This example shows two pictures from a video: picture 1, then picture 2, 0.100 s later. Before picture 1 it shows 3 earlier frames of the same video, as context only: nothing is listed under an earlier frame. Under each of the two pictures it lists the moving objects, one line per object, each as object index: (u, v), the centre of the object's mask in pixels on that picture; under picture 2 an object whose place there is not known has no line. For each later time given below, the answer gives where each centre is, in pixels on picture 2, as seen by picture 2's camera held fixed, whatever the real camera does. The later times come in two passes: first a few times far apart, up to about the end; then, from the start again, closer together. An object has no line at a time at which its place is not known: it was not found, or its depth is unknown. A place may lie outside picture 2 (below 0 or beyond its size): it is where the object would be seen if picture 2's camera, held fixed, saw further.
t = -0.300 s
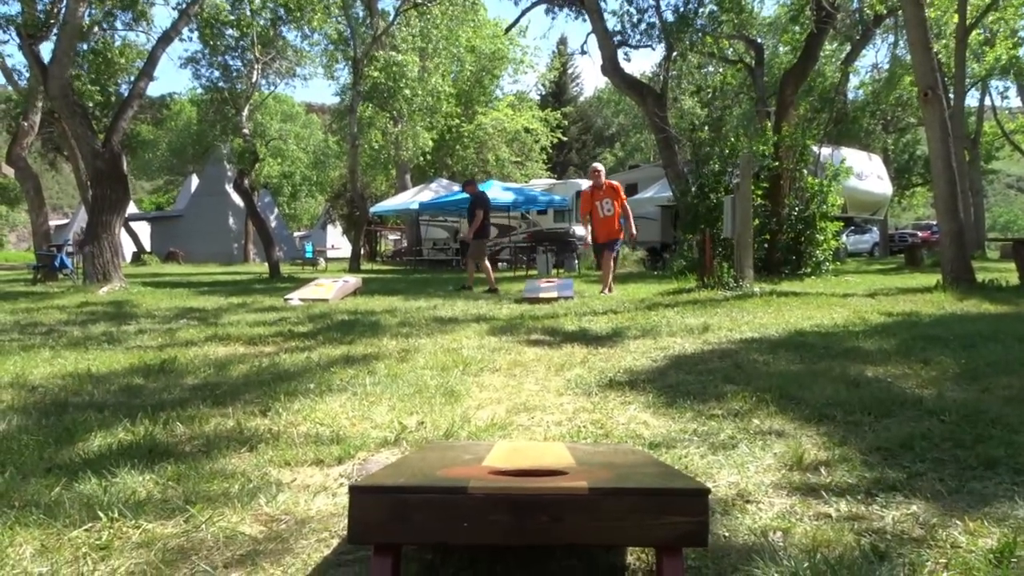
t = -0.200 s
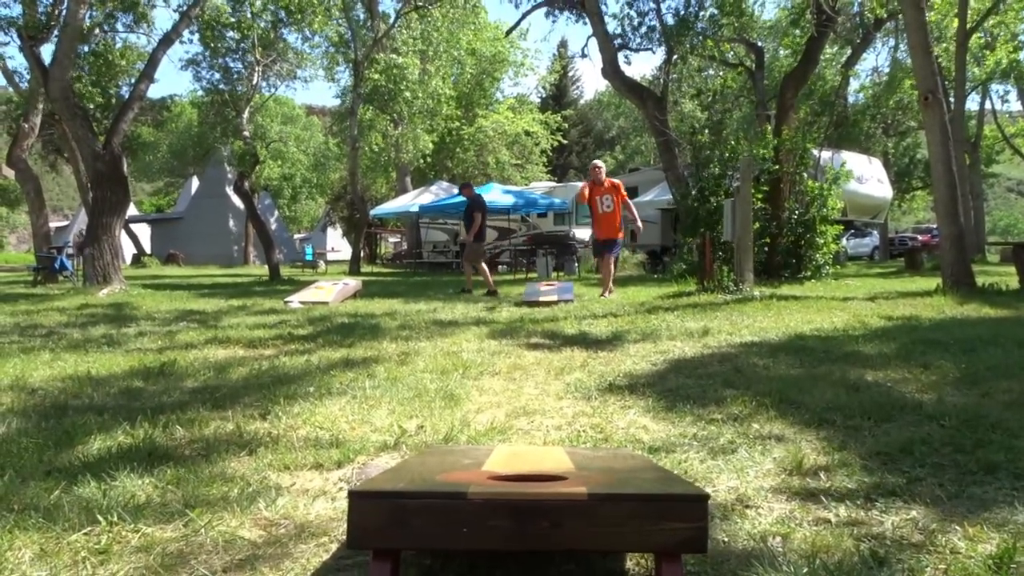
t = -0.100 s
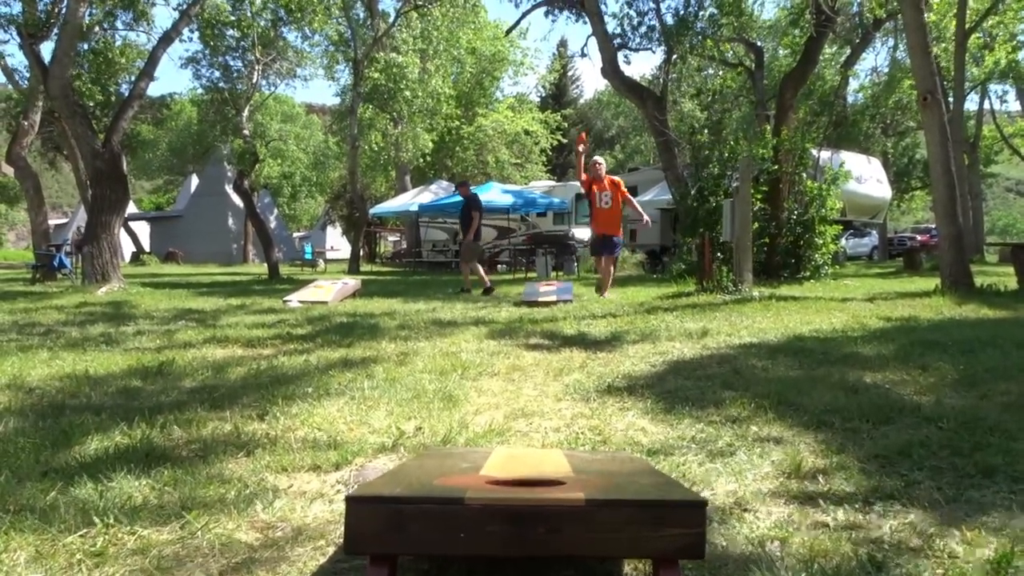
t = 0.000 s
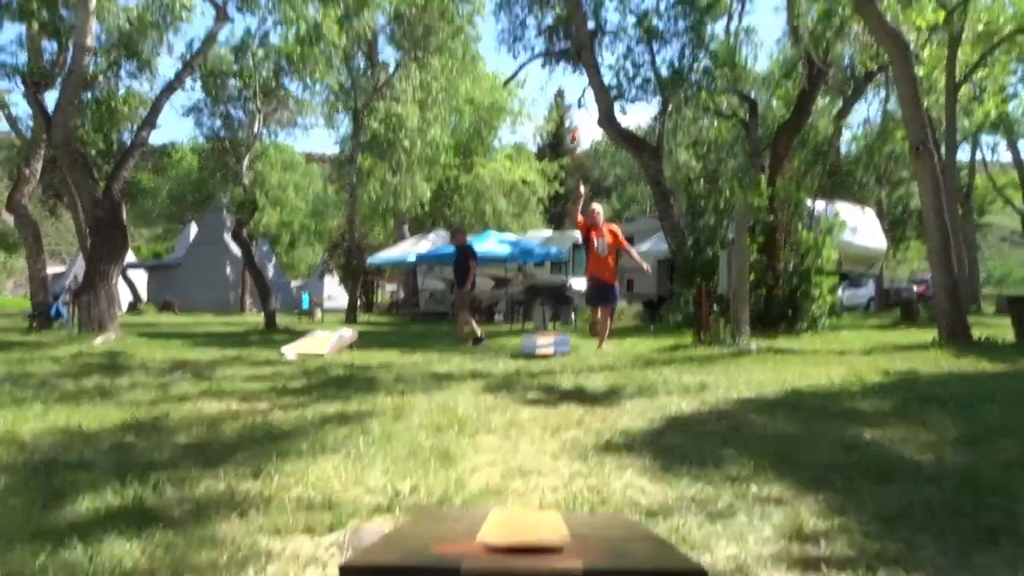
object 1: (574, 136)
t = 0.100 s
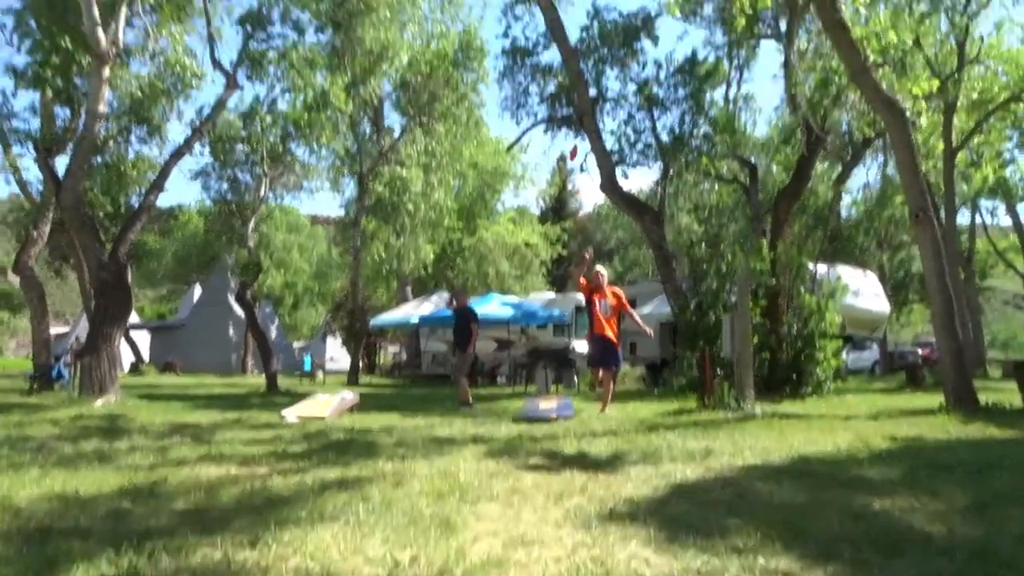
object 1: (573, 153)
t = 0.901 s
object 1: (546, 52)
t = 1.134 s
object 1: (536, 270)
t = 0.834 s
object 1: (550, 27)
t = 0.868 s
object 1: (548, 43)
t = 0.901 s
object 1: (546, 52)
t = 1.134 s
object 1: (536, 270)
